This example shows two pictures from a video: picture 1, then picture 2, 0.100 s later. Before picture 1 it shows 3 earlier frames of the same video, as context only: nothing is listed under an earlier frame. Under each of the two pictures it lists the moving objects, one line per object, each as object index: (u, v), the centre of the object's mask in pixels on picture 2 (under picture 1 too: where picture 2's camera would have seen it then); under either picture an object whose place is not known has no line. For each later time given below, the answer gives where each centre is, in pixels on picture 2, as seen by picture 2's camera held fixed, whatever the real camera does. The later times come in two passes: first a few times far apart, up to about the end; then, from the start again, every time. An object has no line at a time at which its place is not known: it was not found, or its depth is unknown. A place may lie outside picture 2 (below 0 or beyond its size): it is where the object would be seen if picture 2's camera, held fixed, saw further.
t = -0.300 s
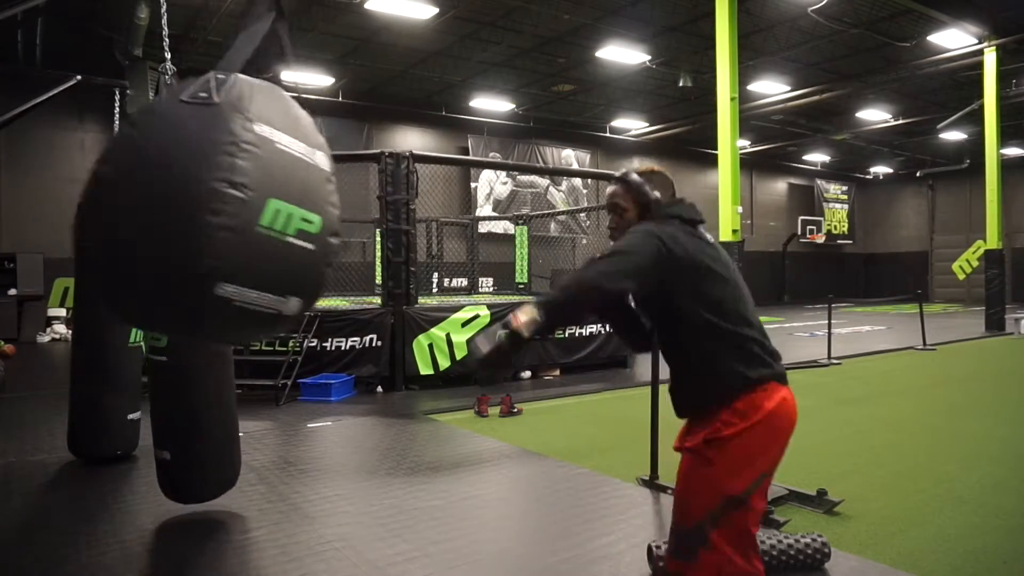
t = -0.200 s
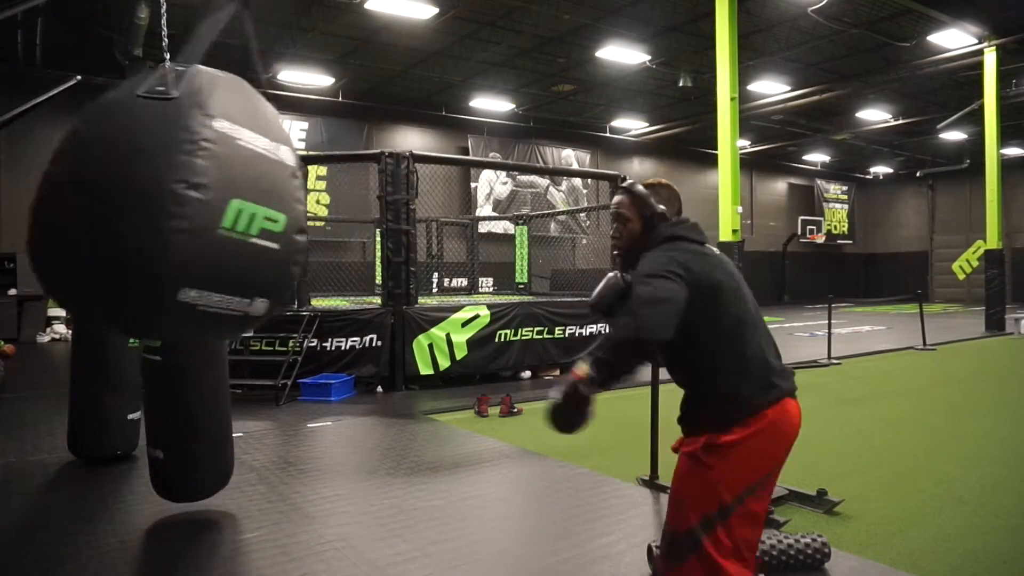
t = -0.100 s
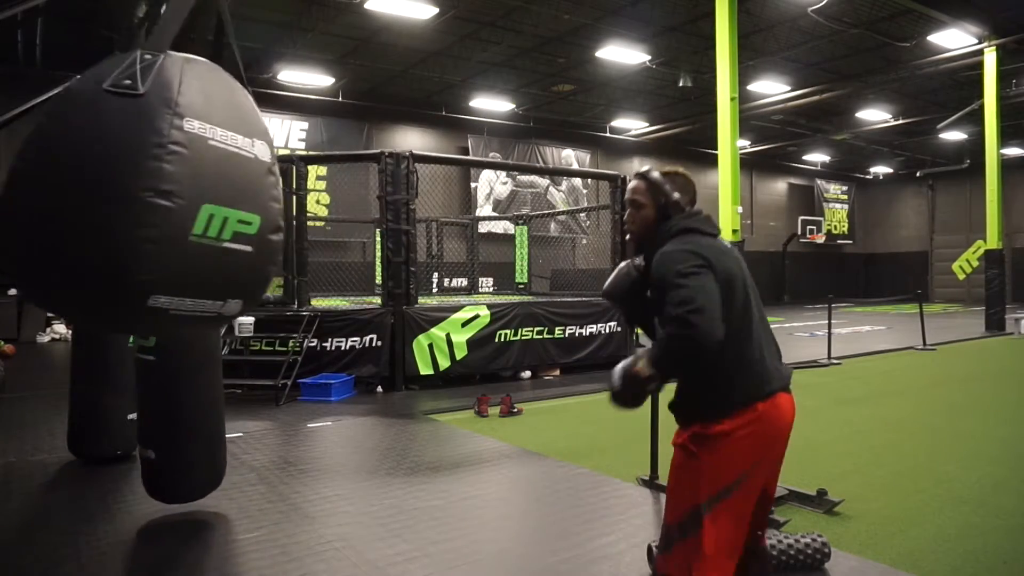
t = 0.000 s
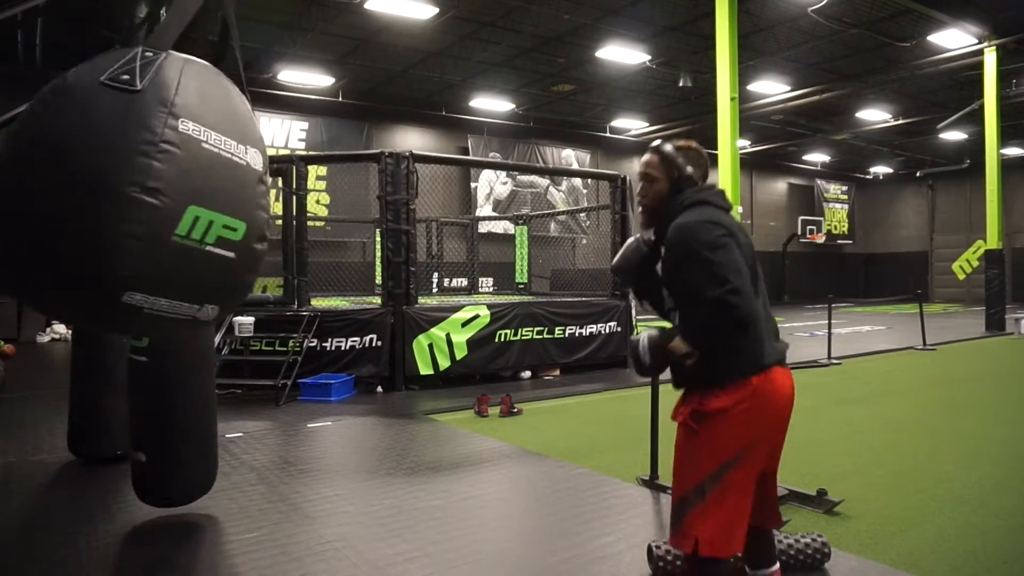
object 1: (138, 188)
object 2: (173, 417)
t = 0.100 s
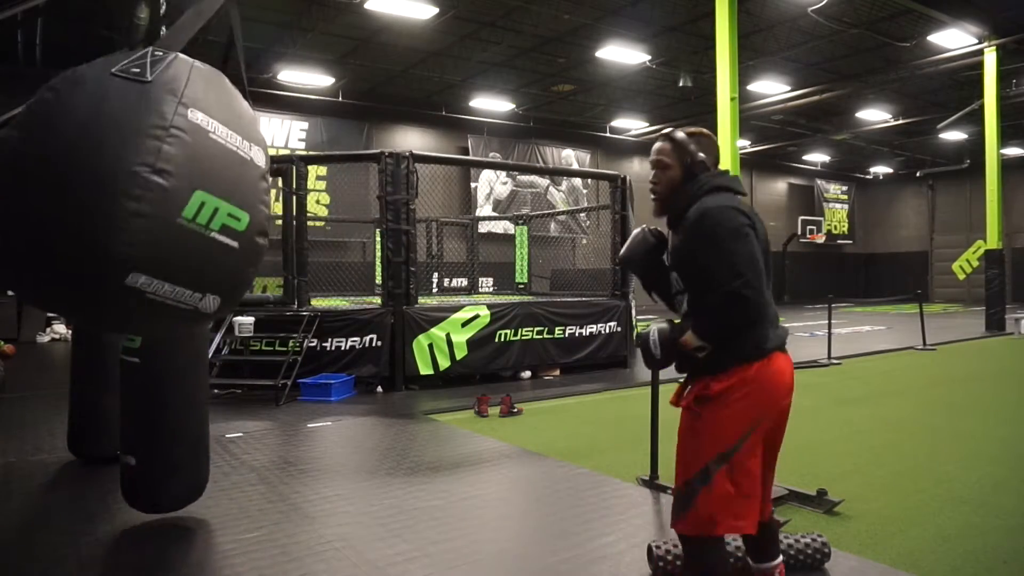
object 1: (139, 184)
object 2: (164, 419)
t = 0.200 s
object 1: (145, 189)
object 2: (156, 425)
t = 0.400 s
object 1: (203, 207)
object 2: (137, 433)
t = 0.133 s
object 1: (140, 185)
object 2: (161, 422)
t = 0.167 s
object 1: (142, 186)
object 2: (158, 423)
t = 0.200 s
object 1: (145, 189)
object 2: (156, 425)
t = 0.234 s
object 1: (149, 196)
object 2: (153, 427)
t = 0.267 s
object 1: (159, 192)
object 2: (149, 428)
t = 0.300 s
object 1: (170, 193)
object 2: (147, 430)
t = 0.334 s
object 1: (180, 196)
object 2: (144, 433)
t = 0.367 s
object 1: (191, 203)
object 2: (142, 435)
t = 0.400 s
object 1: (203, 207)
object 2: (137, 433)
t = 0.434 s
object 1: (216, 210)
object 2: (132, 429)
